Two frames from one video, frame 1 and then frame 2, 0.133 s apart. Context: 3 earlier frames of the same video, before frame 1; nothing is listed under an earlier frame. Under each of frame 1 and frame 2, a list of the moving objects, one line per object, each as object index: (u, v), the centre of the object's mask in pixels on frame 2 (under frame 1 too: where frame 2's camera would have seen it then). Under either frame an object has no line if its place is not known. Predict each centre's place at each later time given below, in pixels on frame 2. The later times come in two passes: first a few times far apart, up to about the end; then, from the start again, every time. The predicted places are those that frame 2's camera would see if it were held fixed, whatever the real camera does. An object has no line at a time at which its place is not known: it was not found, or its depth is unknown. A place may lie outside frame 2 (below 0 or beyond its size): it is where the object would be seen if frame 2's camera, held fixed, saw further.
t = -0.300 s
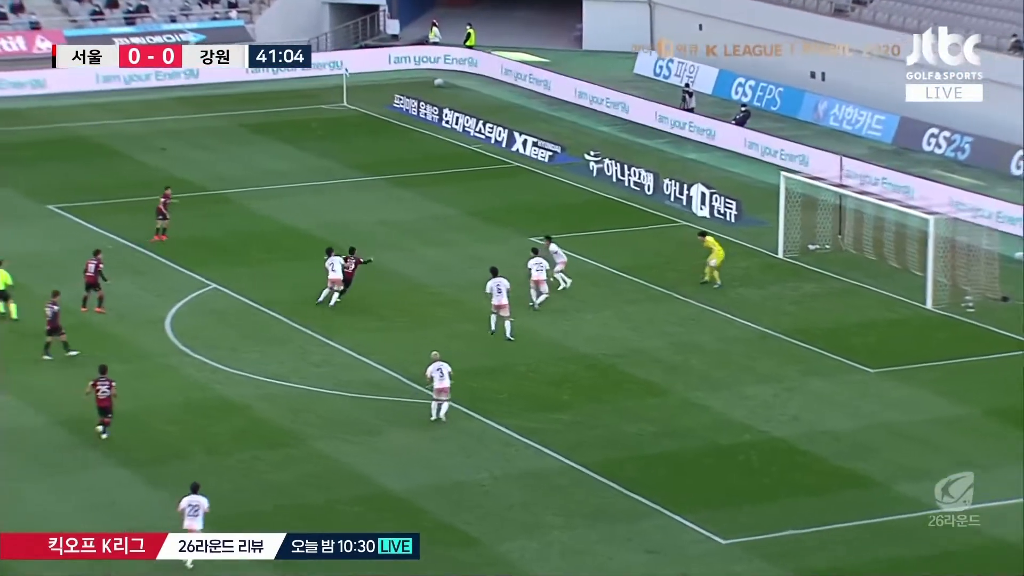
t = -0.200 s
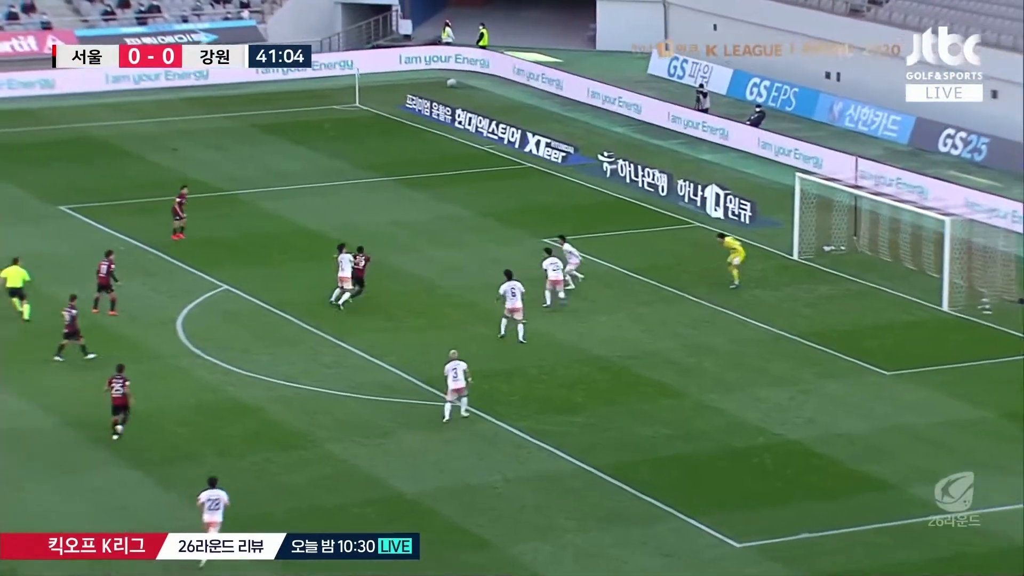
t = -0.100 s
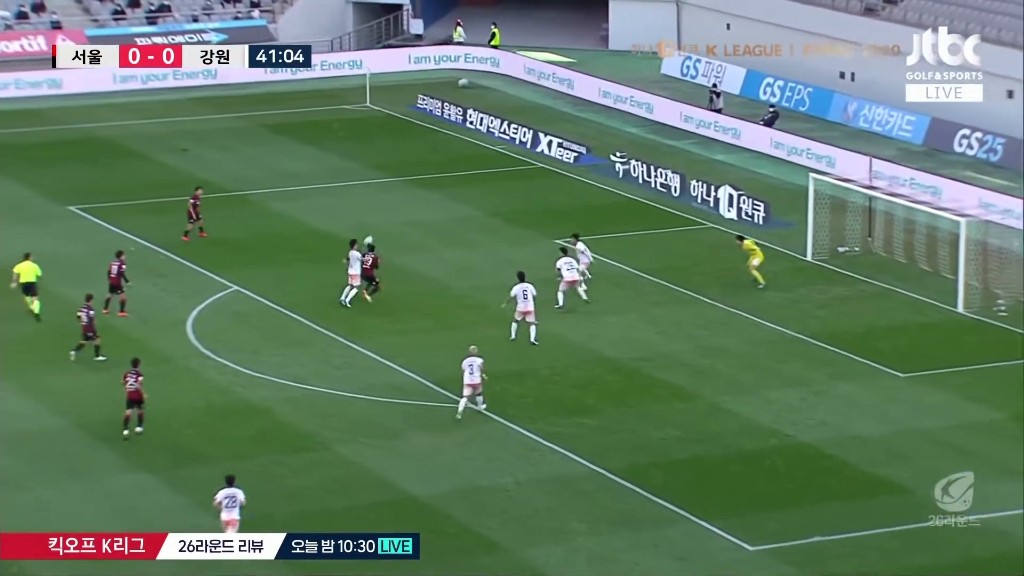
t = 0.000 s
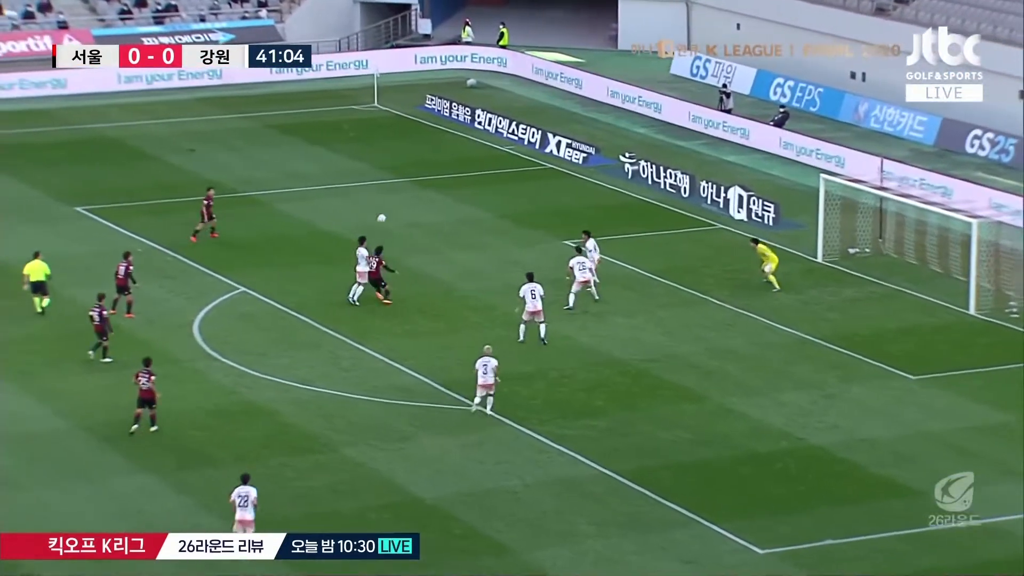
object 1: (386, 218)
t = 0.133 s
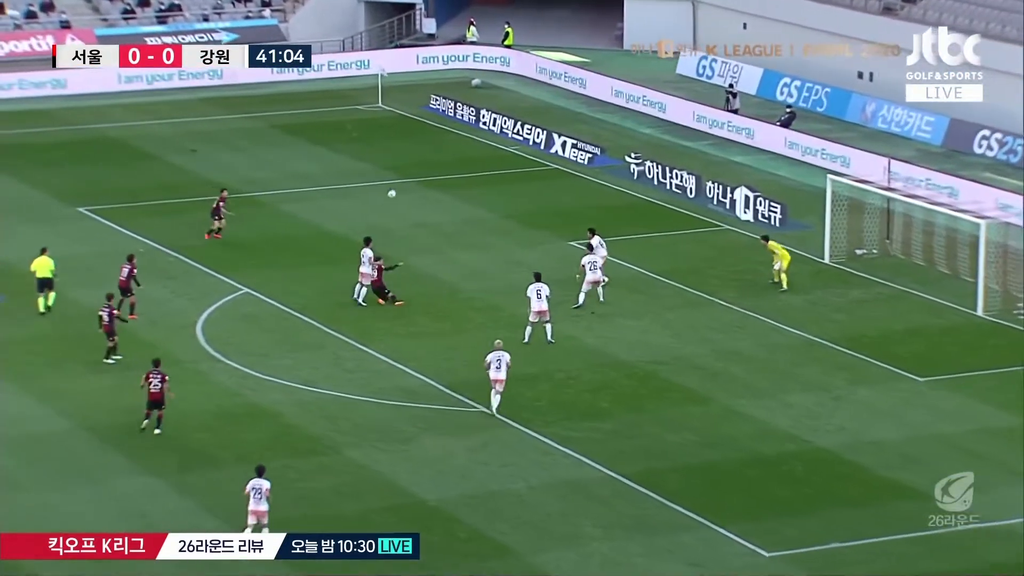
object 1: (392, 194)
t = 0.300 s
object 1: (398, 171)
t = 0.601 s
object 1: (410, 153)
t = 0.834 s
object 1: (418, 157)
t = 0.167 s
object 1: (393, 188)
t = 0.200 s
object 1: (394, 184)
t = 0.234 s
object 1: (395, 179)
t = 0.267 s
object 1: (397, 175)
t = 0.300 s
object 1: (398, 171)
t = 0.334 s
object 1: (399, 167)
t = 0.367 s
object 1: (401, 165)
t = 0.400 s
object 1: (402, 162)
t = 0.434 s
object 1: (403, 159)
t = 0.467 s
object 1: (405, 157)
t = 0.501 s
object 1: (406, 156)
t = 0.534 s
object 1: (407, 154)
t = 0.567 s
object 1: (409, 153)
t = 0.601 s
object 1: (410, 153)
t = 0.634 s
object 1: (410, 152)
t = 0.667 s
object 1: (411, 152)
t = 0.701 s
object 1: (413, 152)
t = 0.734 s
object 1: (414, 153)
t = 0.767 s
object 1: (415, 154)
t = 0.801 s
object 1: (416, 155)
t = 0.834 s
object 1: (418, 157)
